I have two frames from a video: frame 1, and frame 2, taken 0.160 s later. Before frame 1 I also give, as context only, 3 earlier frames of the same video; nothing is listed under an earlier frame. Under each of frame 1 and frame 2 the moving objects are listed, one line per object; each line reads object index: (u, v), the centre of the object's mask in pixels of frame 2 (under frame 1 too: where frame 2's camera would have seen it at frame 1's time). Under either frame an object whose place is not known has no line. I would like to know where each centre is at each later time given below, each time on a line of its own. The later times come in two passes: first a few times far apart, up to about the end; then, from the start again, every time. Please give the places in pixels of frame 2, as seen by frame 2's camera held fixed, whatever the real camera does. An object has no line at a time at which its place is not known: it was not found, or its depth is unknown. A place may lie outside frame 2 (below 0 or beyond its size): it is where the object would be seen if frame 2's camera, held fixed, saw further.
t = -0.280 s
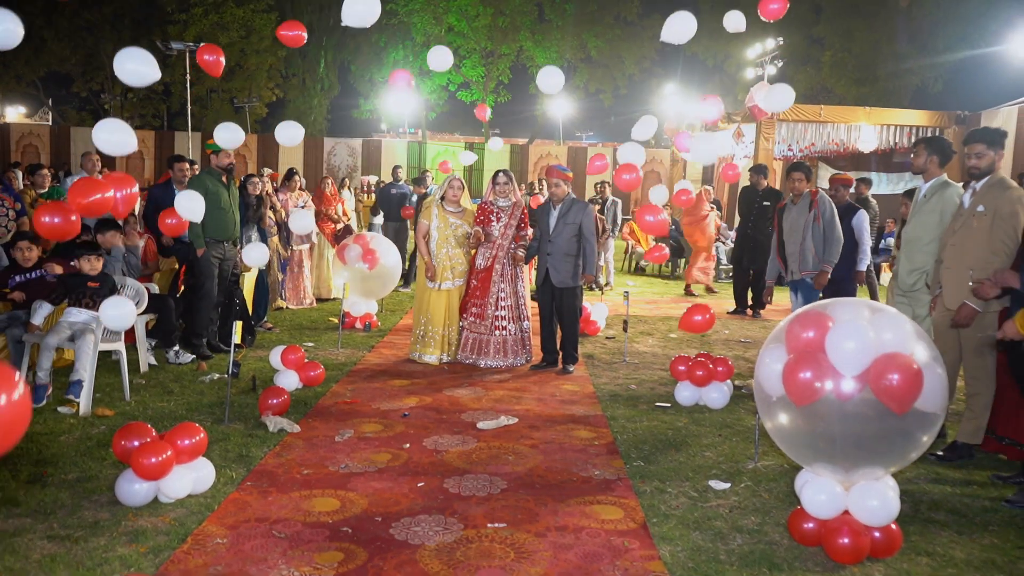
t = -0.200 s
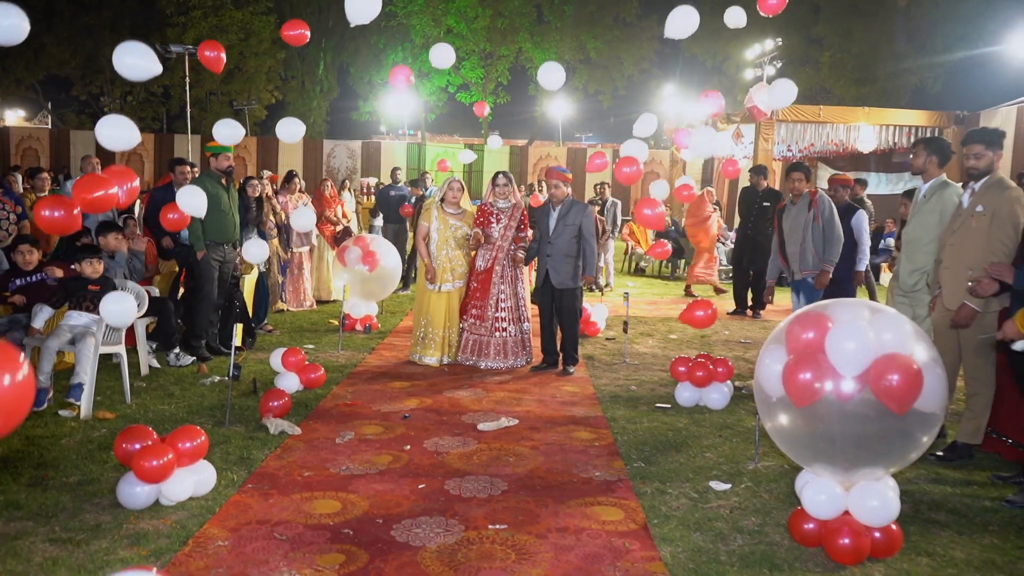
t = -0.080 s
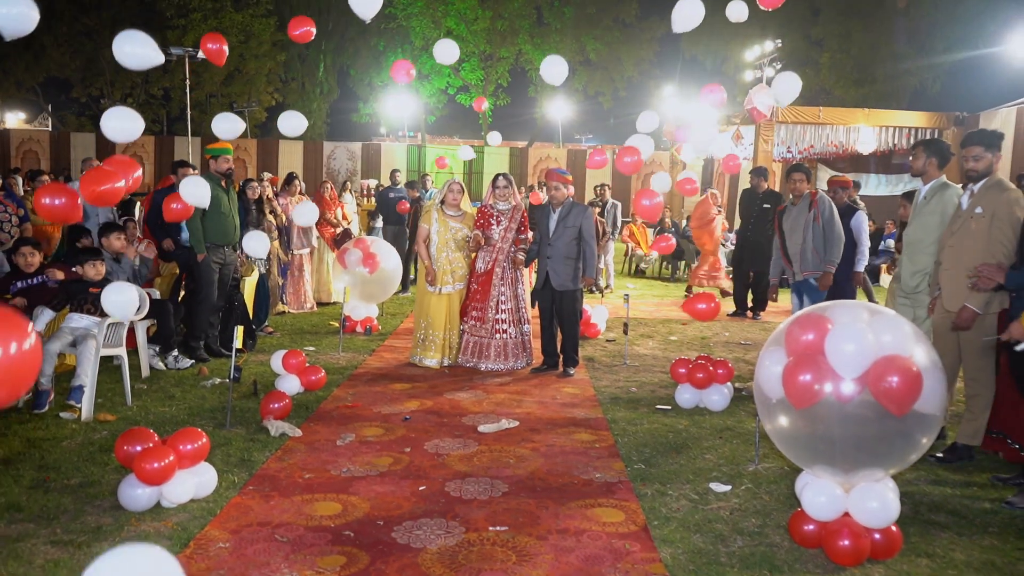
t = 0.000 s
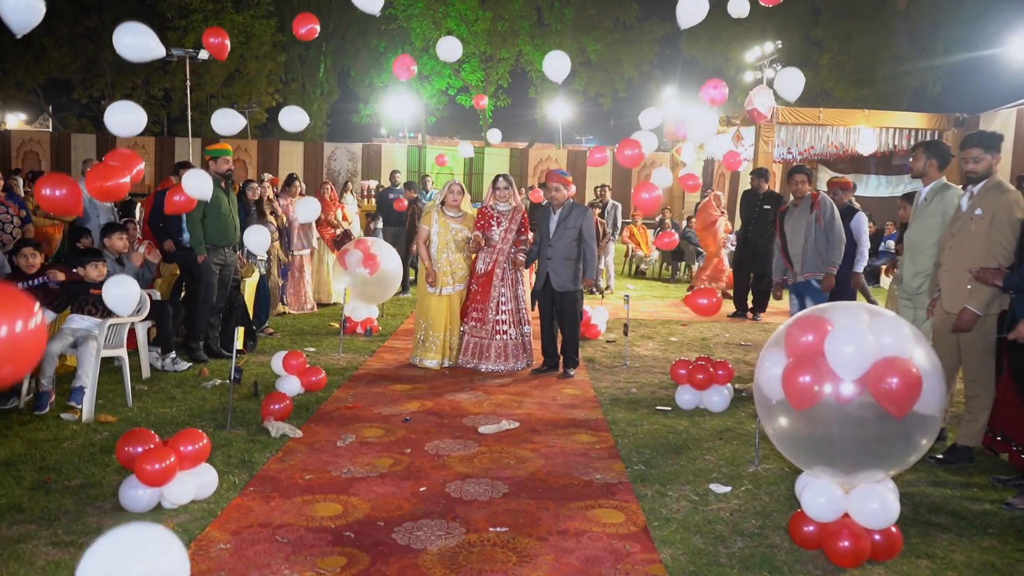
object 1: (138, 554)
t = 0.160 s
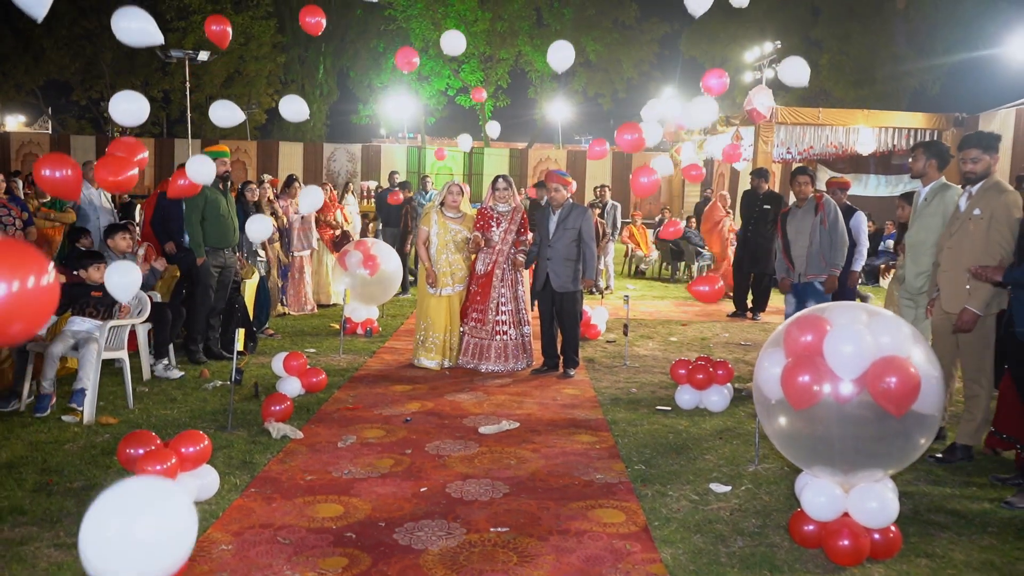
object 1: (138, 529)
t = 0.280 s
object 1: (142, 493)
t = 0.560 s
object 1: (163, 391)
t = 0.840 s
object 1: (213, 293)
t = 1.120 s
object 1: (271, 216)
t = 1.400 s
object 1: (321, 157)
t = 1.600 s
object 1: (355, 115)
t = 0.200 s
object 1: (139, 520)
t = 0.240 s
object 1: (141, 506)
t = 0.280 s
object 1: (142, 493)
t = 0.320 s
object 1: (144, 478)
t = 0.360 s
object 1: (147, 463)
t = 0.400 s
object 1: (150, 450)
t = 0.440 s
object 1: (152, 435)
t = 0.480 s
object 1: (155, 421)
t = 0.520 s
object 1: (159, 406)
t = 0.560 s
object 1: (163, 391)
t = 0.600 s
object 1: (169, 376)
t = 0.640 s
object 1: (175, 362)
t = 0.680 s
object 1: (181, 348)
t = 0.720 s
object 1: (188, 334)
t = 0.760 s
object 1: (196, 319)
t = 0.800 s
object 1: (203, 307)
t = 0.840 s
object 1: (213, 293)
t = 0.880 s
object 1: (220, 281)
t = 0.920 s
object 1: (229, 269)
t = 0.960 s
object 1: (238, 258)
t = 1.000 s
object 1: (246, 247)
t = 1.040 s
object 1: (256, 236)
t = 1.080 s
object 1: (263, 226)
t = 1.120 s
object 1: (271, 216)
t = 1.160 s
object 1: (279, 207)
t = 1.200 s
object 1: (286, 199)
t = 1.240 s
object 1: (293, 190)
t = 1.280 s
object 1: (301, 181)
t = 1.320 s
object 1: (308, 173)
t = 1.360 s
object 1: (314, 164)
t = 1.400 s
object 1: (321, 157)
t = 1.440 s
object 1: (328, 149)
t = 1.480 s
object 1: (335, 141)
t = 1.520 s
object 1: (341, 133)
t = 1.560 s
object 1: (348, 125)
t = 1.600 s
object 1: (355, 115)
